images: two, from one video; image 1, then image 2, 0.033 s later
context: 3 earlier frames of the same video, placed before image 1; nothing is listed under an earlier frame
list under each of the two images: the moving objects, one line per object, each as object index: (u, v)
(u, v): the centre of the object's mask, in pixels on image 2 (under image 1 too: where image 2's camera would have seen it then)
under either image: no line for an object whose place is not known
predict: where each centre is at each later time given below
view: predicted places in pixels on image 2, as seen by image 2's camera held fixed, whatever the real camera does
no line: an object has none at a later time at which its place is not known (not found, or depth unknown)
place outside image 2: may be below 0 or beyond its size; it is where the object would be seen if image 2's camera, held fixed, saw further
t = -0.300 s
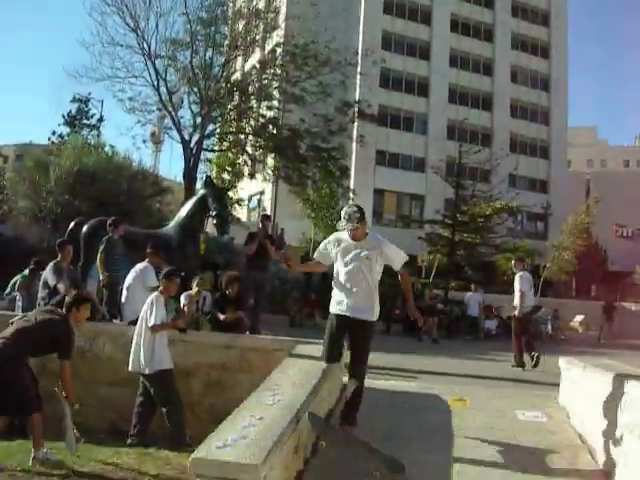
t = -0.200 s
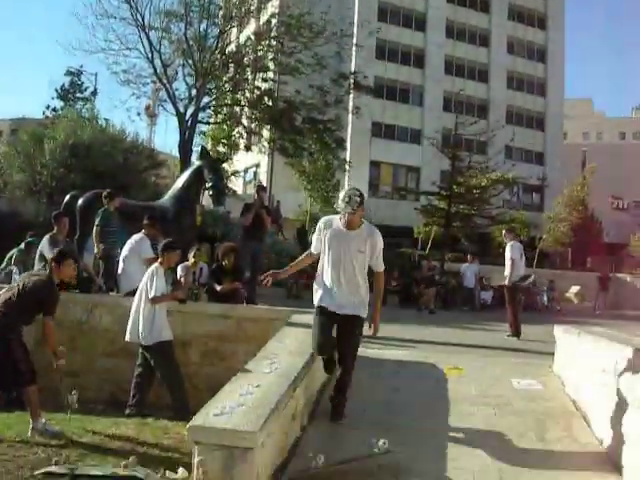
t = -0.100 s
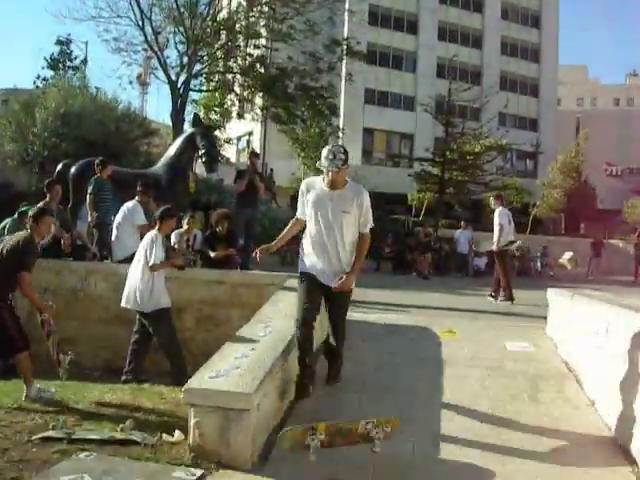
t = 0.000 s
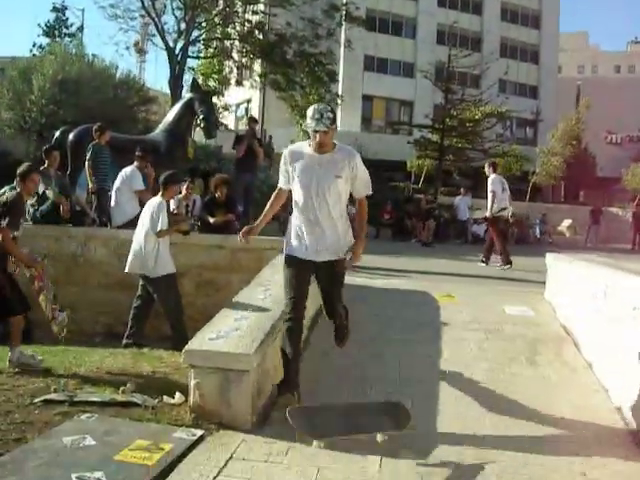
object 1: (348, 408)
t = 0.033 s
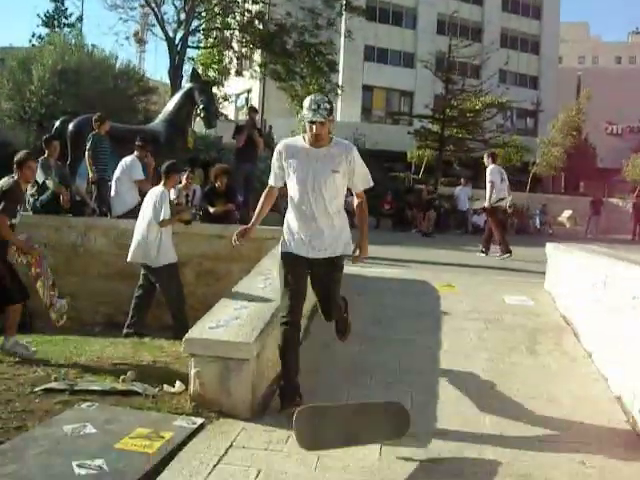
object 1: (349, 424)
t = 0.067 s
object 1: (351, 444)
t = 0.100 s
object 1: (352, 462)
